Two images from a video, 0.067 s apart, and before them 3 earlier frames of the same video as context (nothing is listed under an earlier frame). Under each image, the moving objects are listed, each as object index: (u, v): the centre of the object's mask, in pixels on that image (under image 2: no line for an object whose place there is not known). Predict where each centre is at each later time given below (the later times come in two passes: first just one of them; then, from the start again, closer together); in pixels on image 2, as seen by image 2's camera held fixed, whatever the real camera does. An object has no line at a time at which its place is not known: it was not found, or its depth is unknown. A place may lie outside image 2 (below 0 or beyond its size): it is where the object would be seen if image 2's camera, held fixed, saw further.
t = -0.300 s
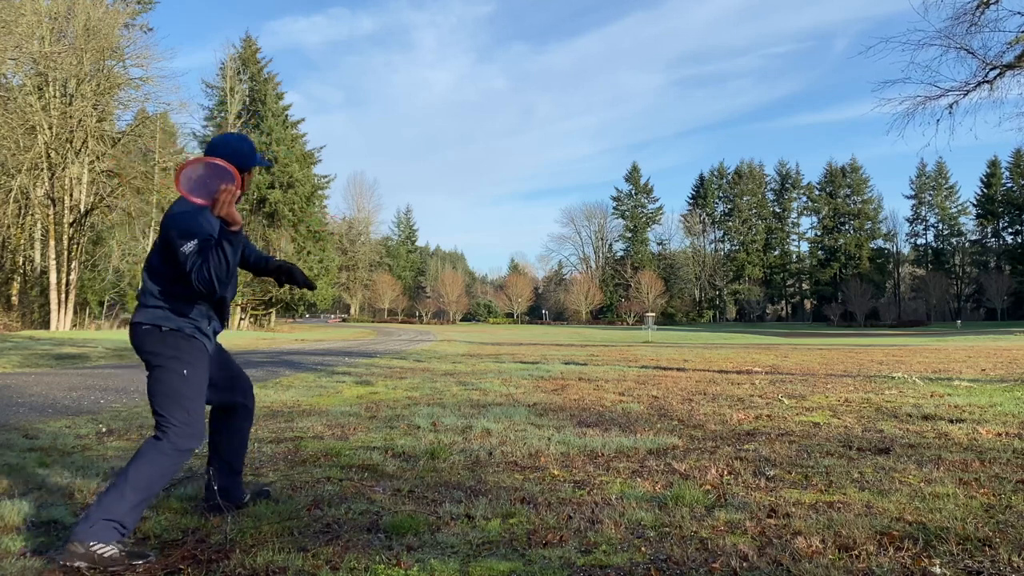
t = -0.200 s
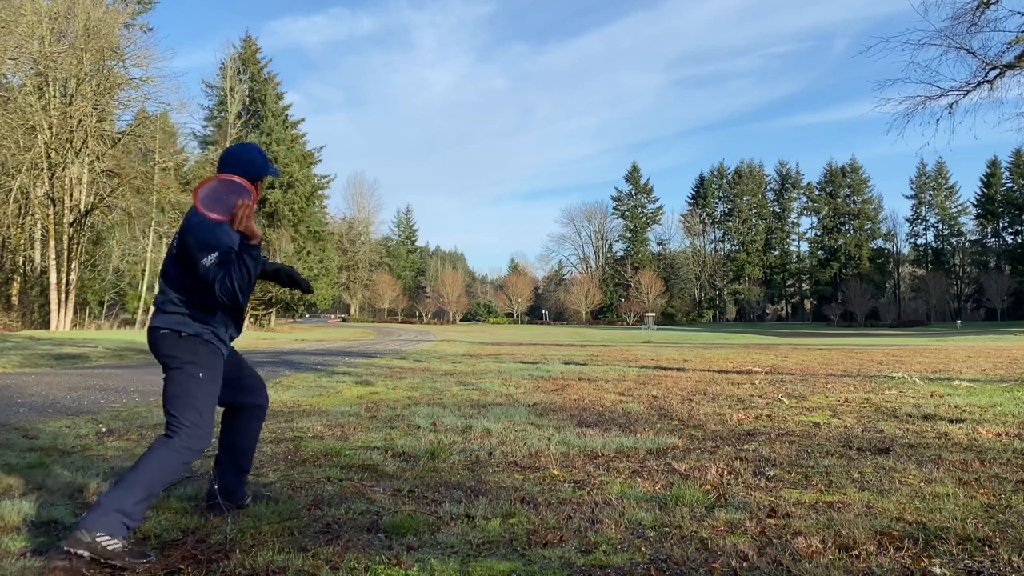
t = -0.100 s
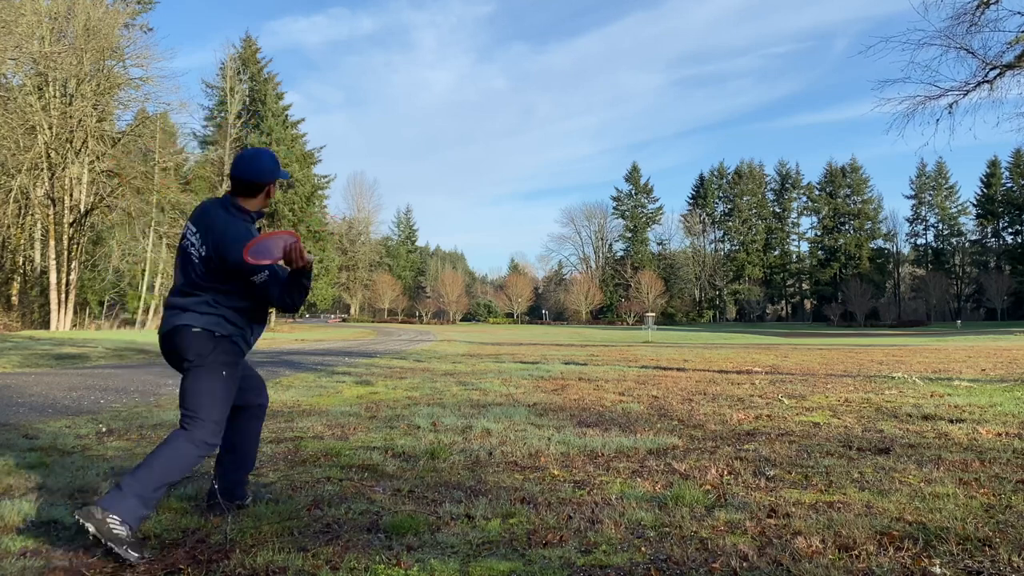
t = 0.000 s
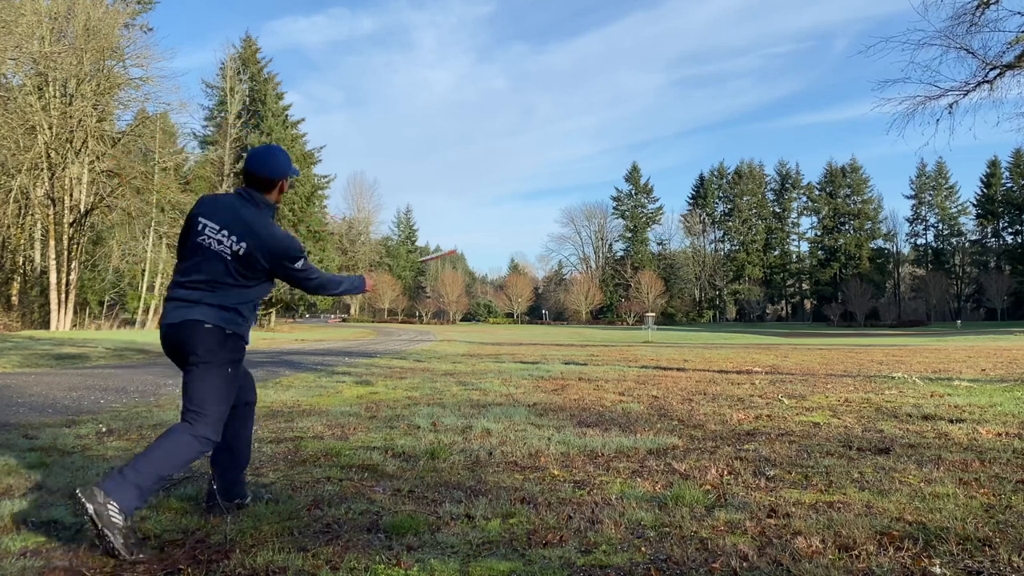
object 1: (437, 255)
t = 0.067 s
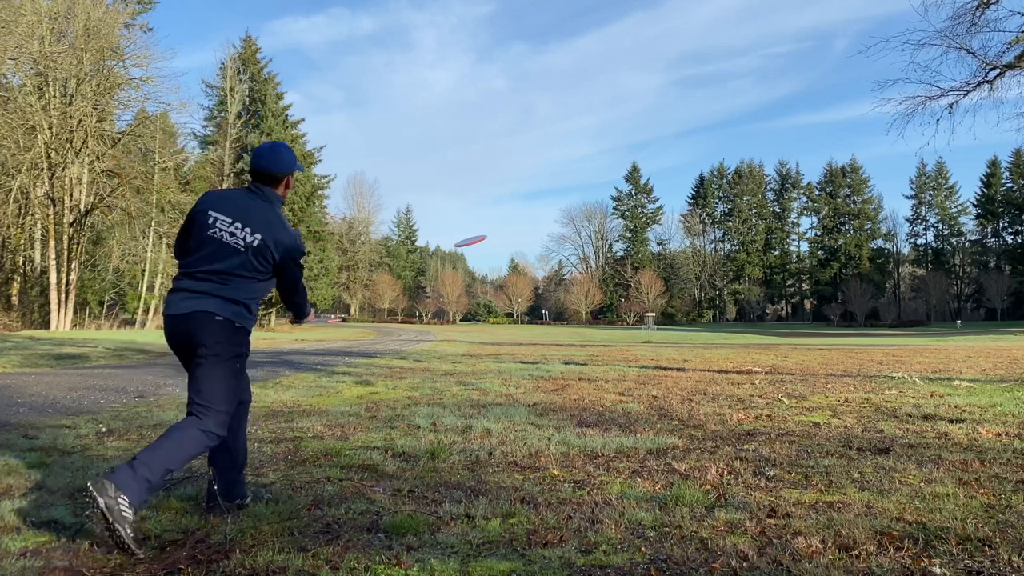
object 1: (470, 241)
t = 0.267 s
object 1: (511, 215)
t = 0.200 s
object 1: (502, 221)
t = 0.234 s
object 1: (507, 218)
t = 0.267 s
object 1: (511, 215)
